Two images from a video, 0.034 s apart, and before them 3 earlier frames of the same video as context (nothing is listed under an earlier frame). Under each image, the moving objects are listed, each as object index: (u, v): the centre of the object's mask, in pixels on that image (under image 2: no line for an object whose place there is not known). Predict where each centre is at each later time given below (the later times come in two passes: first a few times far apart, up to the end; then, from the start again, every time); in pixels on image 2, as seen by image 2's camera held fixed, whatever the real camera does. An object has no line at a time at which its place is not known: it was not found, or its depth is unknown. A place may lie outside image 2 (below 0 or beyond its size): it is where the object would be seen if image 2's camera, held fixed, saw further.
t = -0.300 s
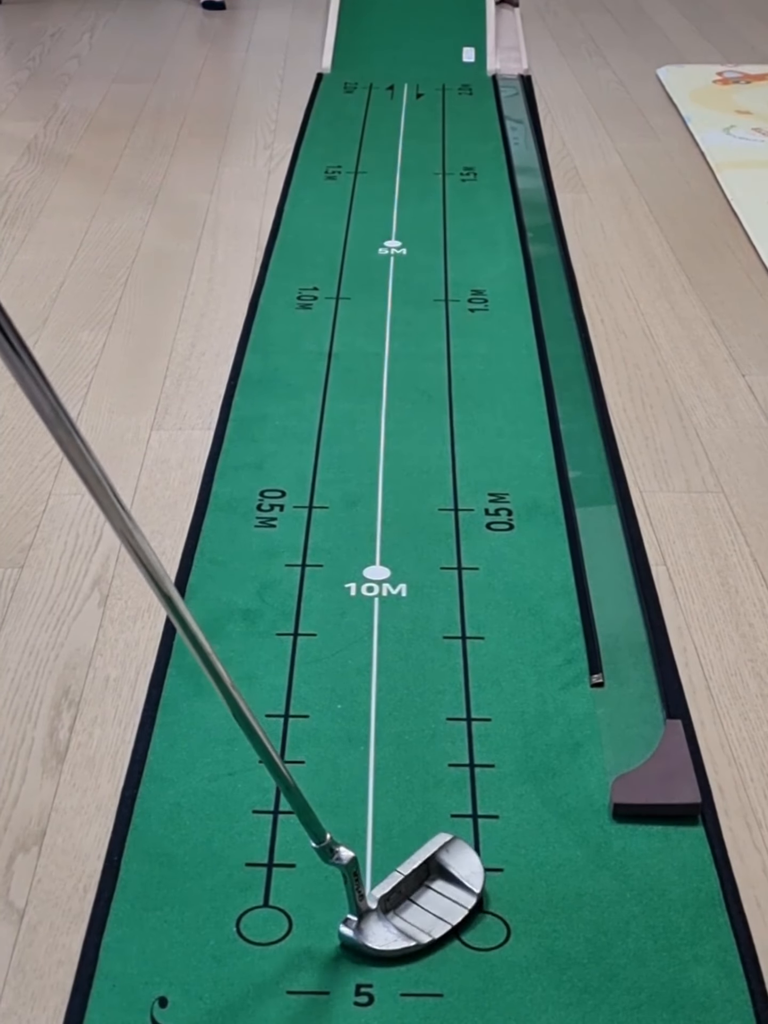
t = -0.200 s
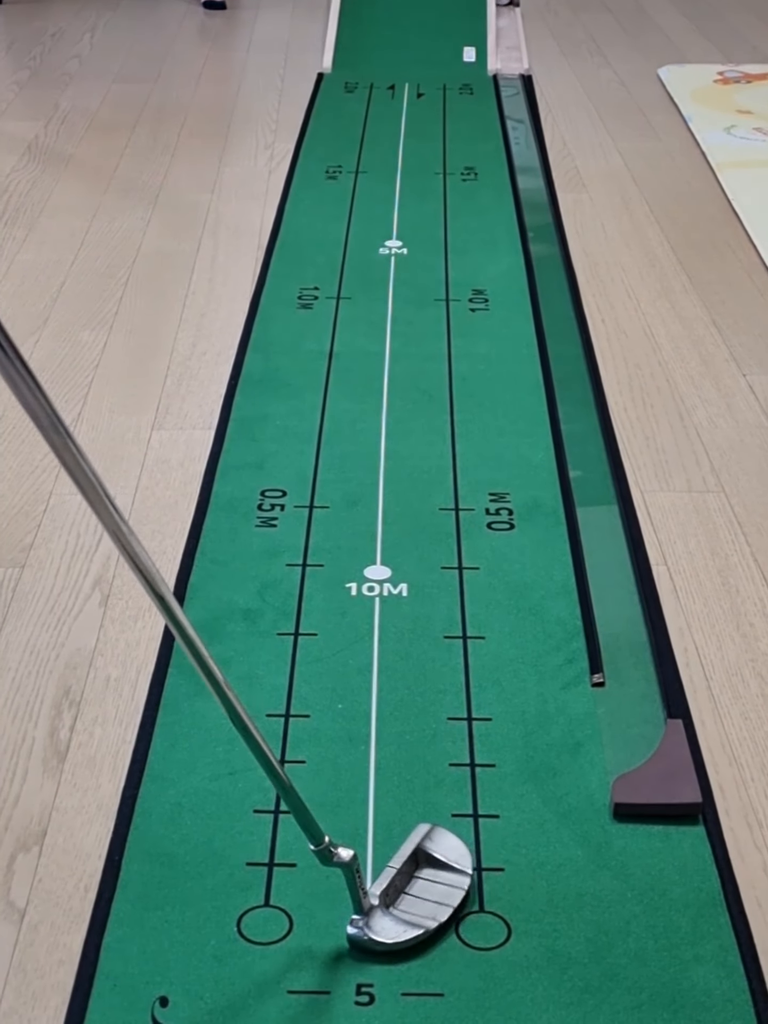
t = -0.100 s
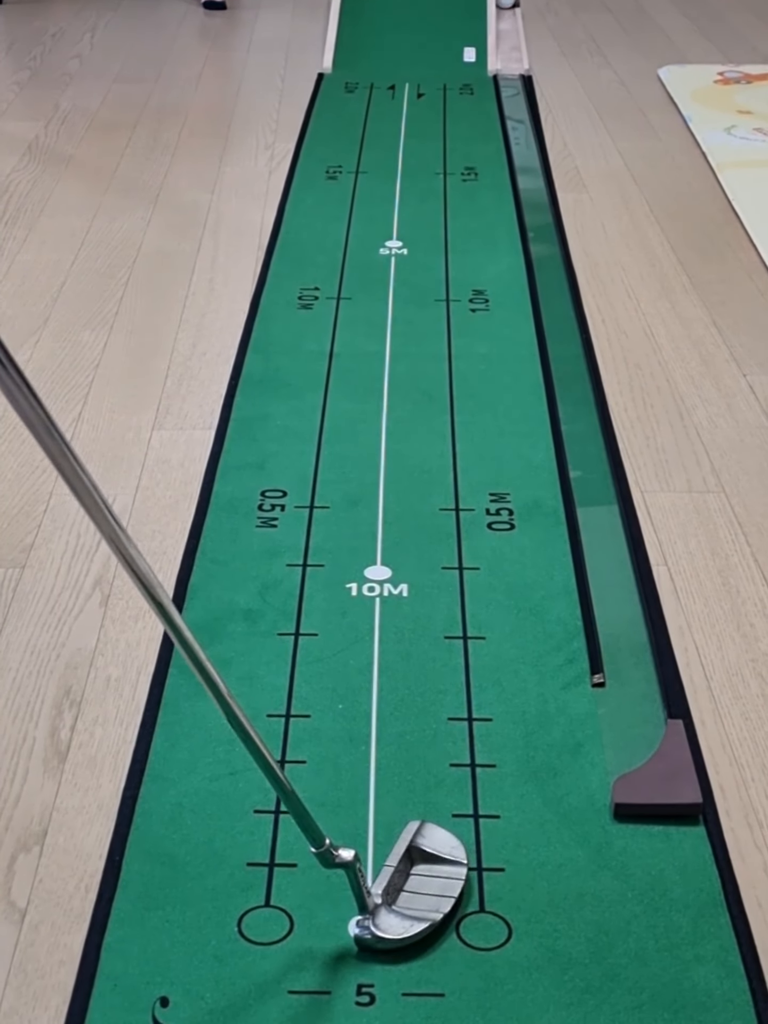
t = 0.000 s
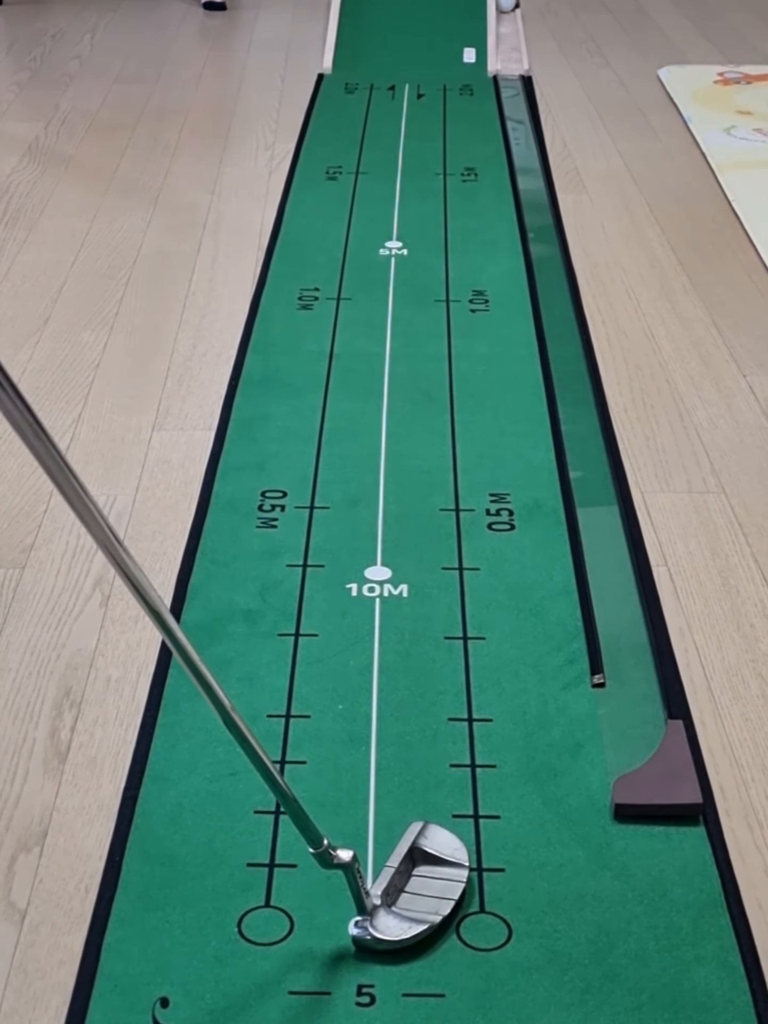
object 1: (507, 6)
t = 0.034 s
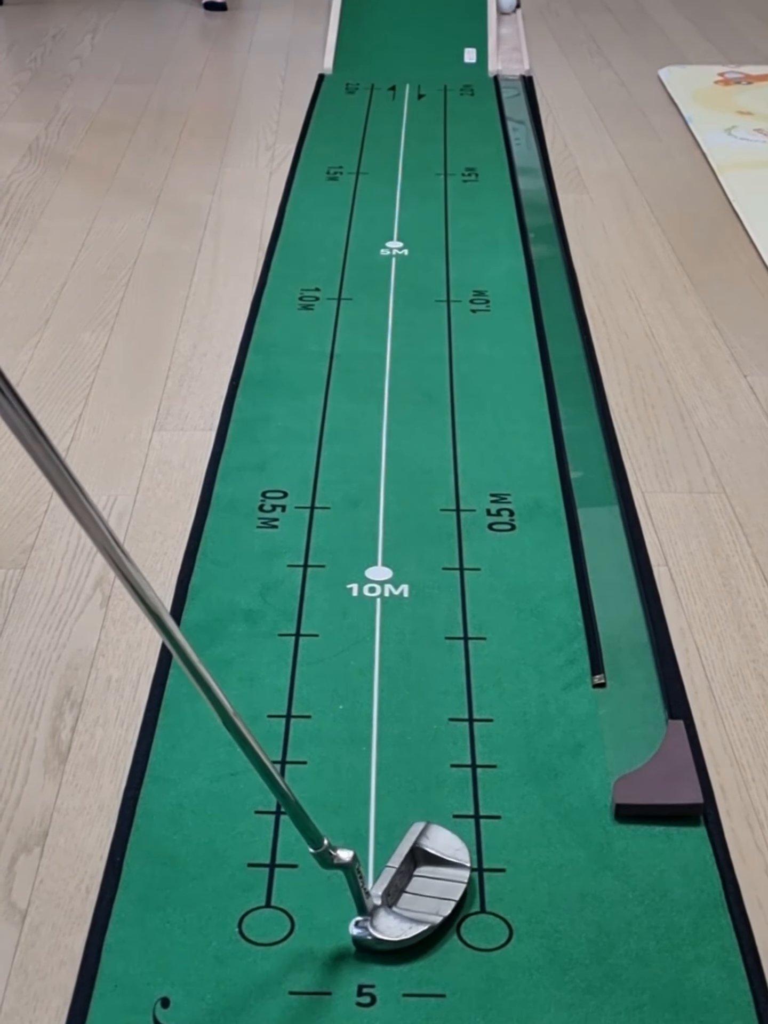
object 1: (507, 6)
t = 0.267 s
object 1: (508, 12)
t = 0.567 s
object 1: (508, 27)
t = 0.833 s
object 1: (510, 44)
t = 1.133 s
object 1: (512, 67)
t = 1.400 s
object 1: (513, 88)
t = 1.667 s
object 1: (516, 111)
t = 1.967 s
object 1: (522, 137)
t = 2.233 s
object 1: (528, 164)
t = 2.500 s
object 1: (532, 192)
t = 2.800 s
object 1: (540, 229)
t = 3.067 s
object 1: (545, 263)
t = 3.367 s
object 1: (554, 306)
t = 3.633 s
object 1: (562, 348)
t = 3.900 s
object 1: (571, 393)
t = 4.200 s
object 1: (581, 449)
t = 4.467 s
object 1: (594, 503)
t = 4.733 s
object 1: (604, 563)
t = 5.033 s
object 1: (620, 633)
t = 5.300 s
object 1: (622, 711)
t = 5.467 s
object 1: (593, 754)
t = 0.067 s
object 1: (507, 7)
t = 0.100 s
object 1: (507, 7)
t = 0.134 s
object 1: (507, 8)
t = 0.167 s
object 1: (507, 9)
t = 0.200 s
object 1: (508, 10)
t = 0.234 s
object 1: (508, 10)
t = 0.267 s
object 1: (508, 12)
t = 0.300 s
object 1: (508, 14)
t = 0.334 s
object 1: (509, 15)
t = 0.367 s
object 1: (509, 17)
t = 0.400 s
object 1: (509, 18)
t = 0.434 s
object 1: (510, 20)
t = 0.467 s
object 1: (509, 21)
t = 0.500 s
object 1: (509, 23)
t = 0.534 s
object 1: (509, 25)
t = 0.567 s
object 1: (508, 27)
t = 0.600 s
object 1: (508, 29)
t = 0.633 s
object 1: (508, 31)
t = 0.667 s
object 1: (509, 33)
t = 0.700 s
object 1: (509, 35)
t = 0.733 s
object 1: (509, 37)
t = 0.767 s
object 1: (509, 40)
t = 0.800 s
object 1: (510, 42)
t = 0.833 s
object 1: (510, 44)
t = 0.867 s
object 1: (510, 46)
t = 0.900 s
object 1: (510, 49)
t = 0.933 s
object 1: (511, 51)
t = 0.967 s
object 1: (511, 54)
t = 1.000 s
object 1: (511, 57)
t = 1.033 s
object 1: (511, 59)
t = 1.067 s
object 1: (511, 62)
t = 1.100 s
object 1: (512, 64)
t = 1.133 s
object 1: (512, 67)
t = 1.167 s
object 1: (512, 70)
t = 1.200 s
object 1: (512, 72)
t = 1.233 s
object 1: (512, 75)
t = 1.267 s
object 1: (513, 78)
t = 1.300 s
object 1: (513, 81)
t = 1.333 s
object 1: (512, 84)
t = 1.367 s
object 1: (513, 86)
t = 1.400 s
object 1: (513, 88)
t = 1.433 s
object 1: (513, 91)
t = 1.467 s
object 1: (512, 94)
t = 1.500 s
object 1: (512, 97)
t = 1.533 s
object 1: (512, 100)
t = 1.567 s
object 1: (512, 102)
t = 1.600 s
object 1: (513, 105)
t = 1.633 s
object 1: (515, 108)
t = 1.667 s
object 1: (516, 111)
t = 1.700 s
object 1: (517, 113)
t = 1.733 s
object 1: (518, 116)
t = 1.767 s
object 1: (519, 119)
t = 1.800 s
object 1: (520, 122)
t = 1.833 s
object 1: (521, 125)
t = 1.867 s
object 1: (521, 128)
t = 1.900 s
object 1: (522, 131)
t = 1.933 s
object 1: (522, 134)
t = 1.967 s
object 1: (522, 137)
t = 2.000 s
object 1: (522, 140)
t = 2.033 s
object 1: (522, 143)
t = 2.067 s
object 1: (522, 146)
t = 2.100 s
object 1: (523, 150)
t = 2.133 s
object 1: (524, 153)
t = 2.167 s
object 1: (526, 157)
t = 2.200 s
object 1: (527, 160)
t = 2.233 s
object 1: (528, 164)
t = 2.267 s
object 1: (529, 167)
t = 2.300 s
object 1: (530, 171)
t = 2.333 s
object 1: (530, 174)
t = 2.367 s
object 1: (531, 178)
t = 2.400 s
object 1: (531, 181)
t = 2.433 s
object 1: (532, 185)
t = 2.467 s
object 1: (532, 189)
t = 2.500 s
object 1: (532, 192)
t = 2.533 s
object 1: (532, 196)
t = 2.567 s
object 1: (533, 200)
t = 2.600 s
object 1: (534, 204)
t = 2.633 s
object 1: (535, 208)
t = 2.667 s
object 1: (537, 212)
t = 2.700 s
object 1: (537, 216)
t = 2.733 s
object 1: (538, 220)
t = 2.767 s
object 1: (539, 224)
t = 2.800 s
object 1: (540, 229)
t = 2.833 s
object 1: (540, 233)
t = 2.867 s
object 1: (541, 237)
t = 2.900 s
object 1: (541, 241)
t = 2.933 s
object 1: (542, 245)
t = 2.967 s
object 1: (543, 249)
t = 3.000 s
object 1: (544, 254)
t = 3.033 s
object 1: (545, 259)
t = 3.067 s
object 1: (545, 263)
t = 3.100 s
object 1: (546, 268)
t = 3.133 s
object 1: (547, 272)
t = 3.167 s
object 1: (548, 277)
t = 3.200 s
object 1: (549, 282)
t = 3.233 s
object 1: (550, 287)
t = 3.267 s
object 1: (551, 291)
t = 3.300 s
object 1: (552, 297)
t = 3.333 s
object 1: (553, 301)
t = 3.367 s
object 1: (554, 306)
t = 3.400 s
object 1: (555, 311)
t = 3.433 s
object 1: (556, 317)
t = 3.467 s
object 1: (557, 322)
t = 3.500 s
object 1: (558, 327)
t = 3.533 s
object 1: (560, 332)
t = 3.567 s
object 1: (561, 337)
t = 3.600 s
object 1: (562, 343)
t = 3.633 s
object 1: (562, 348)
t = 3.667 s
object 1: (563, 353)
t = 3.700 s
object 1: (565, 359)
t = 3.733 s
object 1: (566, 365)
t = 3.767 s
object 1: (568, 370)
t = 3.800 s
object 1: (569, 376)
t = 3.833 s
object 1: (570, 382)
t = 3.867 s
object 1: (571, 387)
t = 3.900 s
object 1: (571, 393)
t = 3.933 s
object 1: (572, 399)
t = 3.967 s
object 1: (573, 405)
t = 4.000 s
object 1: (575, 411)
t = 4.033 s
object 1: (577, 417)
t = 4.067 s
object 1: (578, 424)
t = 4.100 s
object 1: (579, 430)
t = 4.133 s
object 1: (580, 436)
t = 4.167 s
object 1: (580, 443)
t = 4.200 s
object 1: (581, 449)
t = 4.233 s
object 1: (583, 456)
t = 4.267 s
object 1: (584, 462)
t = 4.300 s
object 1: (586, 469)
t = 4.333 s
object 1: (588, 476)
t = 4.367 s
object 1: (589, 482)
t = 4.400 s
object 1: (591, 489)
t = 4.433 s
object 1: (593, 495)
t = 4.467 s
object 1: (594, 503)
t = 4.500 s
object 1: (595, 510)
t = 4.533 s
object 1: (595, 517)
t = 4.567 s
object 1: (597, 524)
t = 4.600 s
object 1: (599, 532)
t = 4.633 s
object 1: (600, 539)
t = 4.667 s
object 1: (602, 547)
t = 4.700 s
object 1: (603, 555)
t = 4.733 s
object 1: (604, 563)
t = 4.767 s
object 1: (605, 570)
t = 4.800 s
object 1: (608, 578)
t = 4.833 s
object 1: (610, 586)
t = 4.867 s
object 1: (612, 593)
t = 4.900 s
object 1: (613, 602)
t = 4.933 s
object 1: (614, 610)
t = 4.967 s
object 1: (615, 617)
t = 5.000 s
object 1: (617, 625)
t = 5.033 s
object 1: (620, 633)
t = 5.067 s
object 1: (622, 643)
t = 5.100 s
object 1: (623, 652)
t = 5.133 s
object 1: (624, 660)
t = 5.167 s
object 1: (624, 670)
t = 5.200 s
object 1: (624, 680)
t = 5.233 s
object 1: (624, 691)
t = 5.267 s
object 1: (623, 701)
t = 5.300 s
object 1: (622, 711)
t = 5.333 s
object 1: (619, 722)
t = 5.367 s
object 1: (616, 732)
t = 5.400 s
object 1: (612, 743)
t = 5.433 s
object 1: (604, 747)
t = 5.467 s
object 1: (593, 754)
